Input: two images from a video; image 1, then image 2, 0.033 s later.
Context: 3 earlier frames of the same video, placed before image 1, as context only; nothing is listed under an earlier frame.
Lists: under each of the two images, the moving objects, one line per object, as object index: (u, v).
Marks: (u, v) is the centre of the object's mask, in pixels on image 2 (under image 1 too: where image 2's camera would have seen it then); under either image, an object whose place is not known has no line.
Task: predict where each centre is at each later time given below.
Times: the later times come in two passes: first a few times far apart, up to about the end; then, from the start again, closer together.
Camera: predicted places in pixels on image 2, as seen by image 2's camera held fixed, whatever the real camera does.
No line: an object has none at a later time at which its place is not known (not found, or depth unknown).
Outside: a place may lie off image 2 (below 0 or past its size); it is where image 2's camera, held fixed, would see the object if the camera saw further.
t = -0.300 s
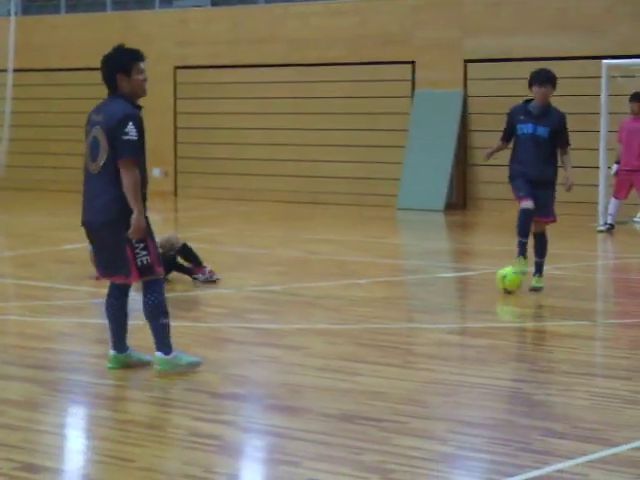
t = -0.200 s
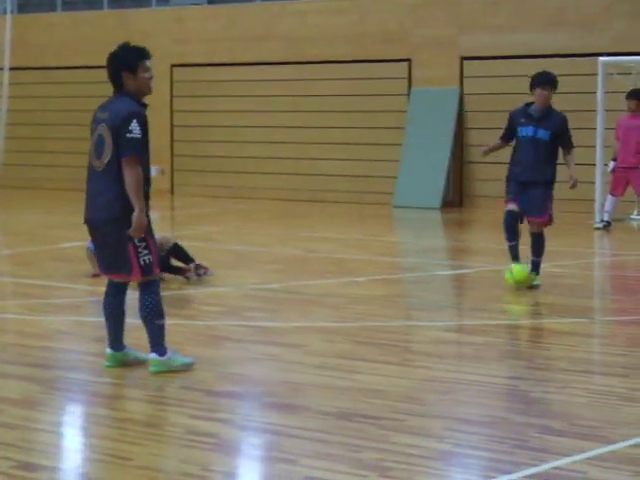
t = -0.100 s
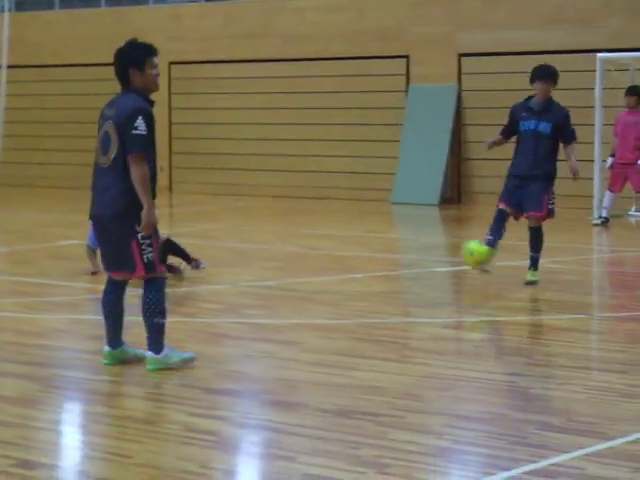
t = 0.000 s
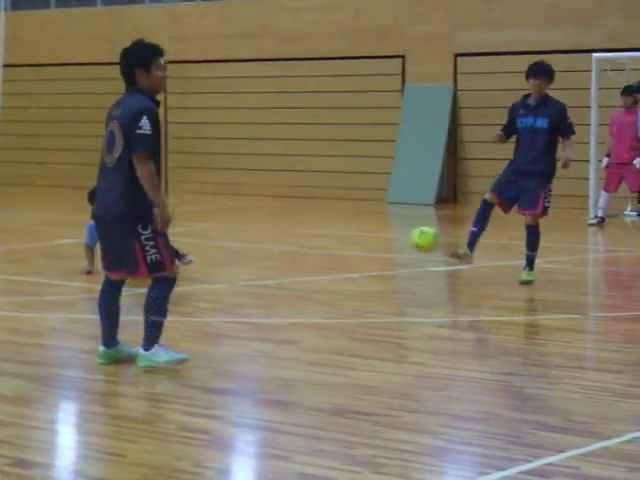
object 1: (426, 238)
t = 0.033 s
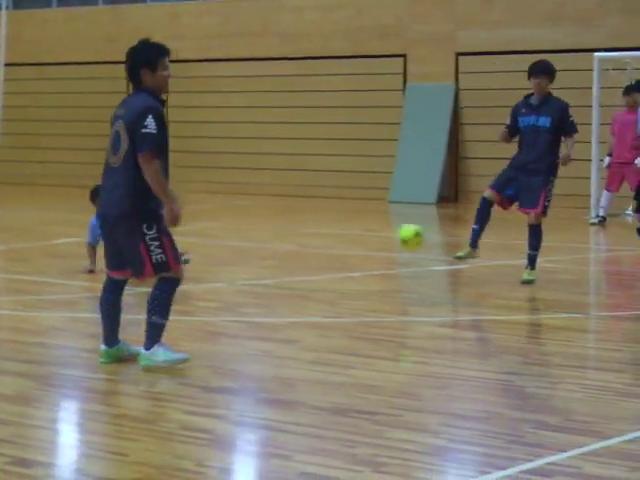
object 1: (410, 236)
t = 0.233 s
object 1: (309, 255)
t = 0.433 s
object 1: (212, 280)
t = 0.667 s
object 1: (141, 297)
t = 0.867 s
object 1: (86, 303)
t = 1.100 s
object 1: (20, 318)
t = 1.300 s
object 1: (-38, 327)
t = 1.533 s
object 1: (-114, 337)
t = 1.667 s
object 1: (-149, 343)
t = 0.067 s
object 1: (394, 234)
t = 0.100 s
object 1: (377, 235)
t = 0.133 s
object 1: (361, 239)
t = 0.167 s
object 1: (344, 242)
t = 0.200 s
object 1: (327, 247)
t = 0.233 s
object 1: (309, 255)
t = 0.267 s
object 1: (293, 262)
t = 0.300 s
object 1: (274, 273)
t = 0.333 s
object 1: (256, 284)
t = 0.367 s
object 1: (241, 289)
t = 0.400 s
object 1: (235, 286)
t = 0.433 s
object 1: (212, 280)
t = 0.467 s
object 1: (210, 282)
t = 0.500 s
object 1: (203, 283)
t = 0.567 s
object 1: (171, 278)
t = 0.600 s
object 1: (164, 284)
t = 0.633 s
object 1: (152, 290)
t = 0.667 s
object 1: (141, 297)
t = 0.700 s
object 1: (129, 305)
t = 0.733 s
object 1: (121, 301)
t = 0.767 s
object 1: (113, 299)
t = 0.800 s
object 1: (104, 299)
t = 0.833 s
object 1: (95, 300)
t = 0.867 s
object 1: (86, 303)
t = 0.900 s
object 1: (77, 307)
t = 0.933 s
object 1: (67, 313)
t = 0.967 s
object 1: (59, 311)
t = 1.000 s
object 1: (49, 311)
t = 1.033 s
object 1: (40, 312)
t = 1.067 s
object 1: (31, 315)
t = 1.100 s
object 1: (20, 318)
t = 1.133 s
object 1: (13, 318)
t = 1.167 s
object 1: (1, 320)
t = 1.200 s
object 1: (-9, 323)
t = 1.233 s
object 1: (-18, 323)
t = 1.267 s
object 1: (-28, 324)
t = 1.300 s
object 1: (-38, 327)
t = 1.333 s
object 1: (-49, 329)
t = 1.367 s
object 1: (-60, 330)
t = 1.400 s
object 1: (-70, 331)
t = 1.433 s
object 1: (-81, 332)
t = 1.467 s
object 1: (-92, 335)
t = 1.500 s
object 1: (-102, 336)
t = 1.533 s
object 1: (-114, 337)
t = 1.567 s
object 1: (-124, 339)
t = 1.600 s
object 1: (-133, 340)
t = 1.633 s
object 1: (-141, 342)
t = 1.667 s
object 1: (-149, 343)
